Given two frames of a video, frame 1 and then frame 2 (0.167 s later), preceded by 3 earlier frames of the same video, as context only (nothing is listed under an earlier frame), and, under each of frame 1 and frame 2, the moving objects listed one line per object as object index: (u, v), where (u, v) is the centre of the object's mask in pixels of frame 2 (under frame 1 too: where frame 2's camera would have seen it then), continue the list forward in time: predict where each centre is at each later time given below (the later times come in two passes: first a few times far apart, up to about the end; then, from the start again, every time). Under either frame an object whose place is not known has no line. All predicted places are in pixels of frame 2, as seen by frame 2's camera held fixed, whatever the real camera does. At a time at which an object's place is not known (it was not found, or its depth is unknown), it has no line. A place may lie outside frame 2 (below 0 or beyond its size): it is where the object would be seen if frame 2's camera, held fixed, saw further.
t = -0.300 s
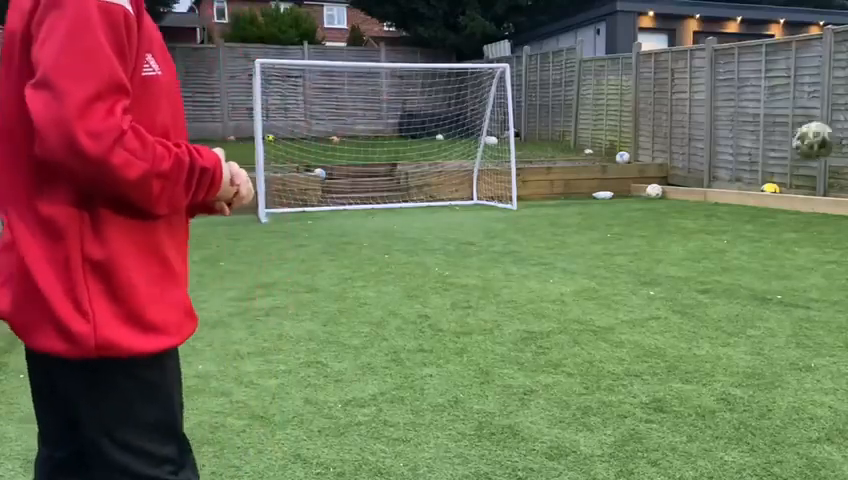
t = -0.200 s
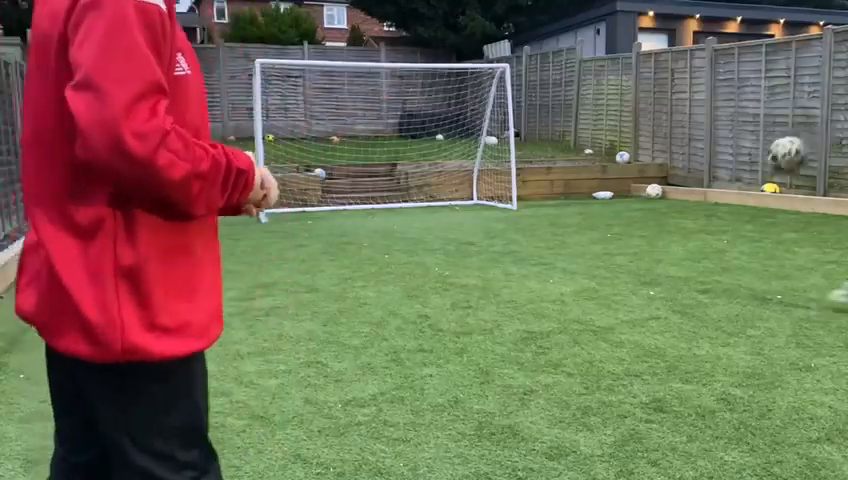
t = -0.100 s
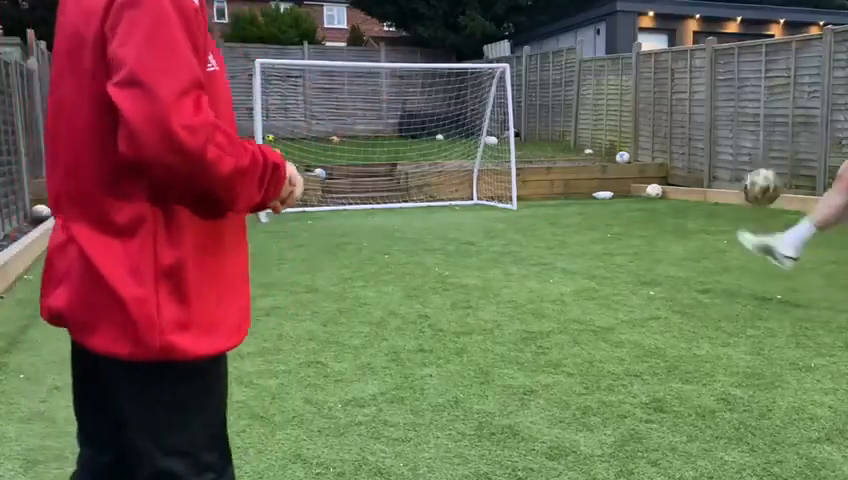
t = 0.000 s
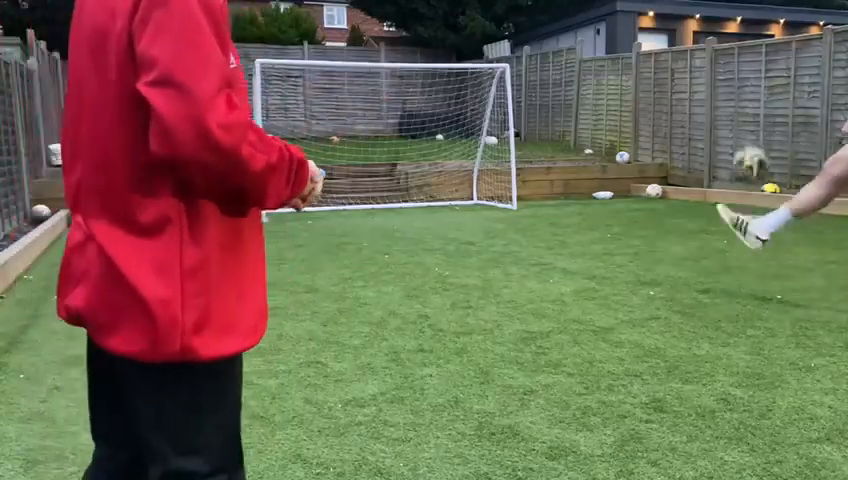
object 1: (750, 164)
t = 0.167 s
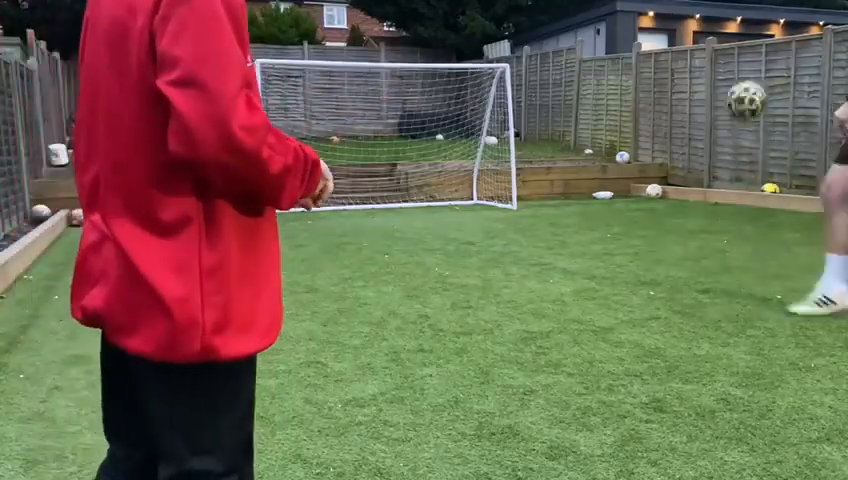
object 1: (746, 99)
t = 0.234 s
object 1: (743, 89)
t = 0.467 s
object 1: (734, 119)
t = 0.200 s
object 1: (744, 94)
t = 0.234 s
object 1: (743, 89)
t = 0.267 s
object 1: (742, 87)
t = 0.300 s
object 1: (741, 87)
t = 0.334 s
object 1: (739, 88)
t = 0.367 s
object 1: (739, 92)
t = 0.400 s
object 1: (737, 98)
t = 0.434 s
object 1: (735, 108)
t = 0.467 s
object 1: (734, 119)
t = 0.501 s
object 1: (731, 132)
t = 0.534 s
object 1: (730, 148)
